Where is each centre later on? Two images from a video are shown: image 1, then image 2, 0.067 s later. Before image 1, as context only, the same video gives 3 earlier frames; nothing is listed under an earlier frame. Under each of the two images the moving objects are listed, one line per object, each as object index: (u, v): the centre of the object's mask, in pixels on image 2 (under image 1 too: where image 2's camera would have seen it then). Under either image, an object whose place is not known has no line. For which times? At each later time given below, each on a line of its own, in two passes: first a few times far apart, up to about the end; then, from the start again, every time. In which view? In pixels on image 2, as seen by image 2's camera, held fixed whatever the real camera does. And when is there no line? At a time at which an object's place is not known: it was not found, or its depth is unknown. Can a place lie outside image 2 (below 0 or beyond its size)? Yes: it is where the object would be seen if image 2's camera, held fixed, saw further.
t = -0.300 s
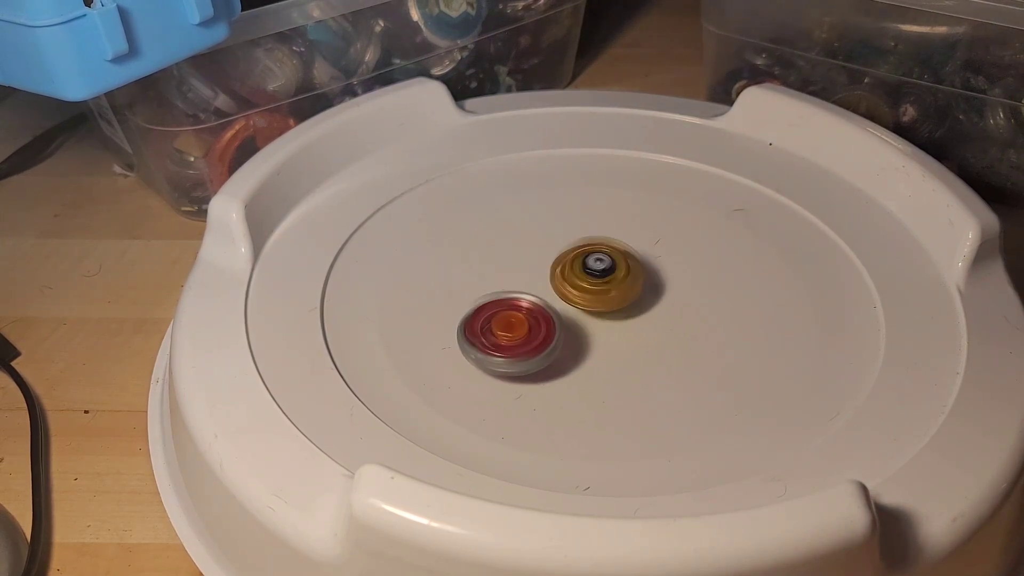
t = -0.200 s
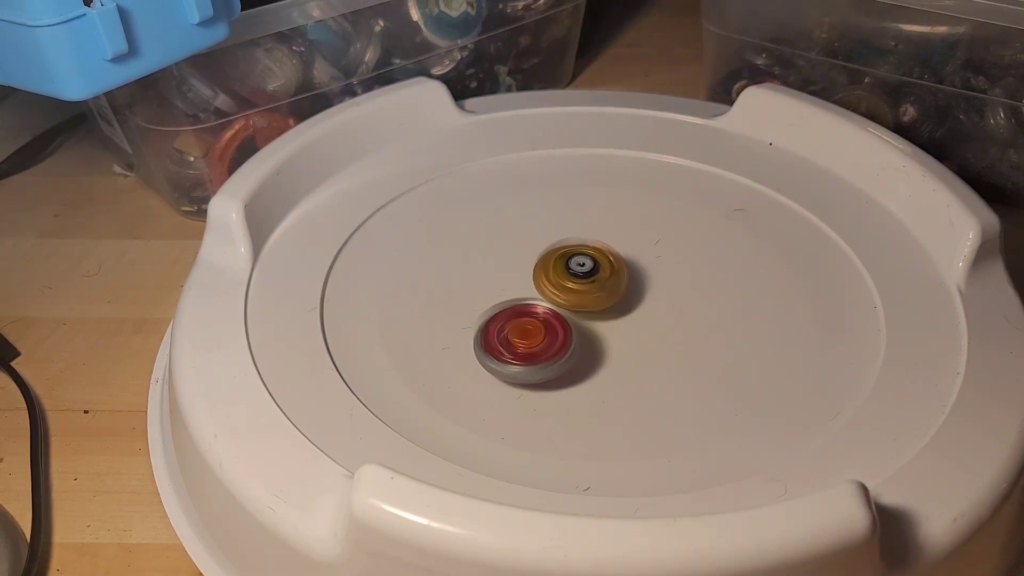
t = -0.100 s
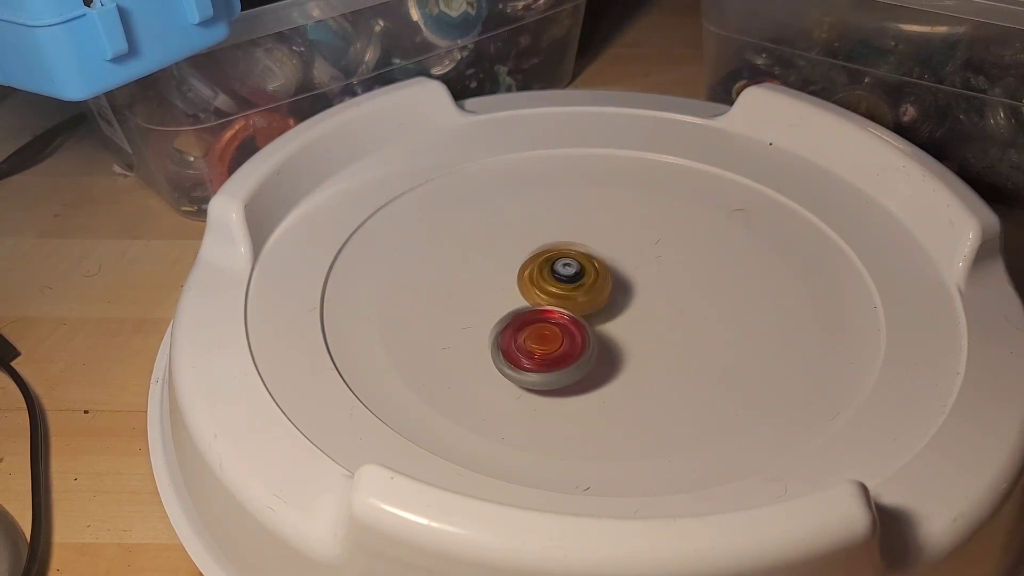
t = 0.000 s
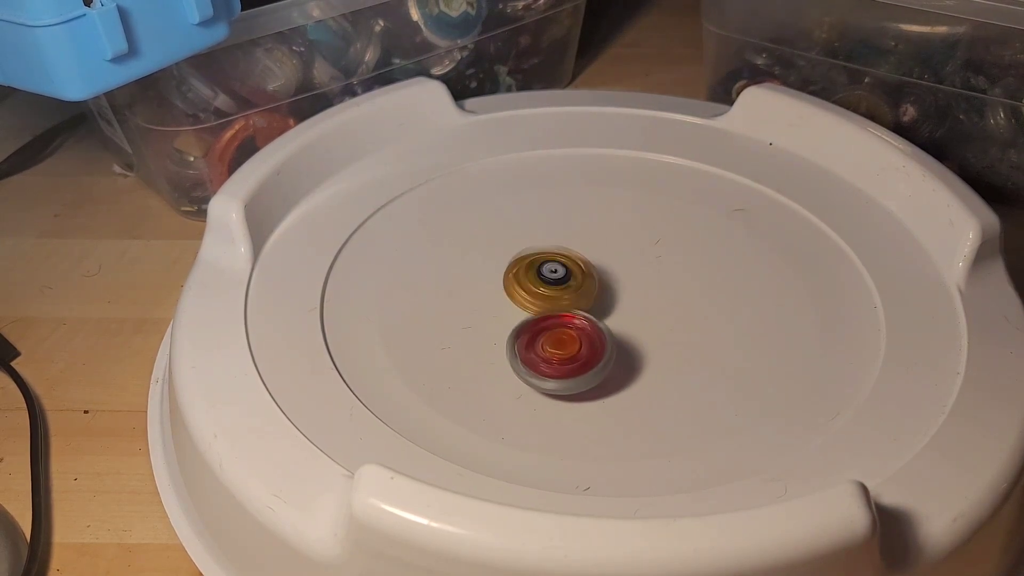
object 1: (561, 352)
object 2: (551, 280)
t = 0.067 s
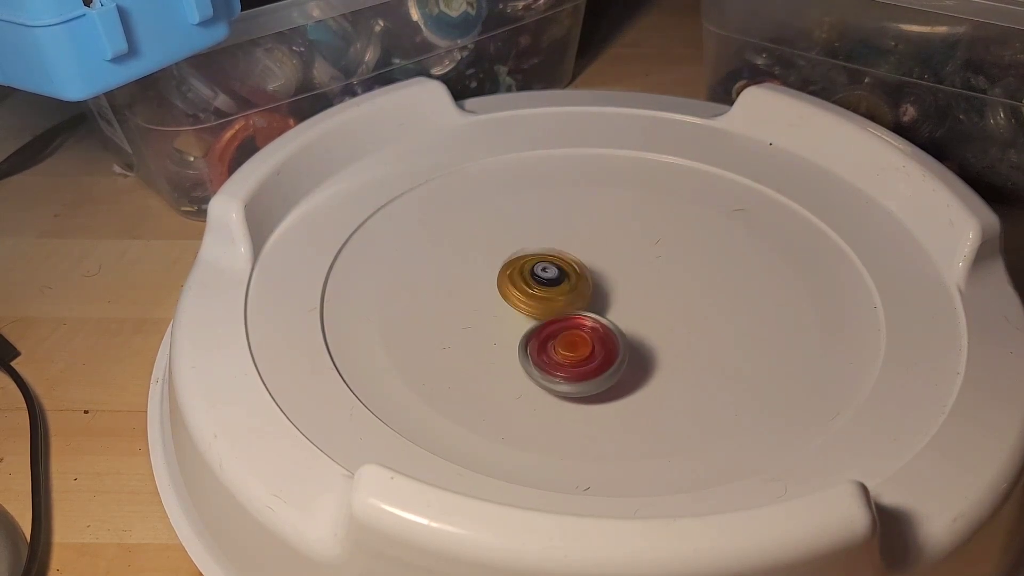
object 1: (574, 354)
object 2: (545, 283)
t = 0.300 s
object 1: (613, 359)
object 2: (546, 298)
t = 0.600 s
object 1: (667, 359)
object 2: (570, 299)
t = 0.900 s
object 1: (693, 342)
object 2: (614, 292)
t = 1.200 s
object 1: (708, 328)
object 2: (609, 261)
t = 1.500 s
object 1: (683, 306)
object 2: (597, 265)
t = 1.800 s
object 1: (676, 289)
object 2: (558, 281)
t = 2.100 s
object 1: (644, 270)
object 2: (561, 309)
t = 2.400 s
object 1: (612, 254)
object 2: (601, 327)
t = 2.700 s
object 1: (578, 249)
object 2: (636, 311)
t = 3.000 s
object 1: (541, 246)
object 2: (654, 295)
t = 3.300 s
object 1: (521, 260)
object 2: (625, 294)
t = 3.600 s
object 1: (498, 275)
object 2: (605, 306)
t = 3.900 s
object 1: (486, 292)
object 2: (609, 321)
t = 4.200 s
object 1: (492, 310)
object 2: (625, 313)
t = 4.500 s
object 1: (519, 327)
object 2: (643, 291)
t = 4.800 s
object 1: (560, 336)
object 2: (613, 273)
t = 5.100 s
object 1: (605, 347)
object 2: (573, 267)
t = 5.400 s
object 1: (644, 351)
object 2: (560, 284)
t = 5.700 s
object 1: (676, 347)
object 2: (563, 301)
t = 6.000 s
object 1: (682, 330)
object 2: (586, 297)
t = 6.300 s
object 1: (725, 317)
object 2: (551, 260)
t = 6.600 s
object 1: (702, 295)
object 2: (569, 264)
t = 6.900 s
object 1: (704, 276)
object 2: (566, 290)
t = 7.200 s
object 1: (681, 256)
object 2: (586, 309)
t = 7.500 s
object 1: (648, 247)
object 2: (616, 312)
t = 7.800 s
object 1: (612, 240)
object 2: (616, 307)
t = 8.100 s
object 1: (577, 237)
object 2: (589, 302)
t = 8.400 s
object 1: (550, 235)
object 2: (569, 311)
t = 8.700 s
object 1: (535, 249)
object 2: (584, 316)
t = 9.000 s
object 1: (526, 267)
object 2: (618, 311)
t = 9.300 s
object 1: (521, 290)
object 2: (628, 293)
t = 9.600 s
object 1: (515, 310)
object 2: (617, 277)
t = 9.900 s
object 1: (520, 326)
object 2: (592, 281)
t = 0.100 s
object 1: (580, 355)
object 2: (542, 285)
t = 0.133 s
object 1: (586, 356)
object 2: (542, 287)
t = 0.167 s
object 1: (592, 357)
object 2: (541, 289)
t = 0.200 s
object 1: (597, 357)
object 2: (541, 291)
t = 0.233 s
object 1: (602, 358)
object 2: (541, 293)
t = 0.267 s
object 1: (608, 359)
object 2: (543, 296)
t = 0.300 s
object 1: (613, 359)
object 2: (546, 298)
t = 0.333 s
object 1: (619, 359)
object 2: (549, 300)
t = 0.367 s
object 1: (624, 358)
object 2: (552, 303)
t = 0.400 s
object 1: (630, 358)
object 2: (556, 304)
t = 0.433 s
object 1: (641, 361)
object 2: (555, 303)
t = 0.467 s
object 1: (648, 361)
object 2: (557, 302)
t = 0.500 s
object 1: (653, 361)
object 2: (559, 301)
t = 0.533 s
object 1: (658, 360)
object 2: (562, 301)
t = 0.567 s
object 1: (662, 359)
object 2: (566, 300)
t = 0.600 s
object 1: (667, 359)
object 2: (570, 299)
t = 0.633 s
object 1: (671, 358)
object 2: (575, 299)
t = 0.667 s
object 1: (675, 357)
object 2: (580, 298)
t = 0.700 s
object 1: (679, 355)
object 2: (585, 297)
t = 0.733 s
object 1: (683, 353)
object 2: (589, 296)
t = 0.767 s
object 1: (686, 351)
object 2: (595, 296)
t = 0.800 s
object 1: (689, 349)
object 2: (600, 294)
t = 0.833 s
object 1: (691, 347)
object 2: (605, 294)
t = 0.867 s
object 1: (693, 345)
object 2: (609, 293)
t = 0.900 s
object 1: (693, 342)
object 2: (614, 292)
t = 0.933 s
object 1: (693, 340)
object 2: (618, 291)
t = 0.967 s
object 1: (703, 344)
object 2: (614, 285)
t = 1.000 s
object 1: (708, 344)
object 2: (609, 279)
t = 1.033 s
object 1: (709, 341)
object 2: (609, 275)
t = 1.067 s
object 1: (711, 339)
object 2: (609, 271)
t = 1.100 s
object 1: (712, 336)
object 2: (609, 268)
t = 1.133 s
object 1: (711, 333)
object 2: (610, 266)
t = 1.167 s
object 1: (710, 331)
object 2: (609, 263)
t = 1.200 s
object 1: (708, 328)
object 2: (609, 261)
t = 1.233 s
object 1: (706, 326)
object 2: (609, 260)
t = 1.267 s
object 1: (705, 323)
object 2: (609, 259)
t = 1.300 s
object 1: (703, 321)
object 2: (607, 258)
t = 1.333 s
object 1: (701, 318)
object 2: (605, 258)
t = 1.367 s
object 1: (698, 315)
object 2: (604, 259)
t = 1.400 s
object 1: (695, 313)
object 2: (603, 260)
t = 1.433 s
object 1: (691, 310)
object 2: (602, 262)
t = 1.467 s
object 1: (688, 308)
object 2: (599, 263)
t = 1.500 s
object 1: (683, 306)
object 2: (597, 265)
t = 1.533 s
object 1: (688, 305)
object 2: (591, 265)
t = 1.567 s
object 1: (692, 306)
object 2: (581, 265)
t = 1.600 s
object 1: (691, 304)
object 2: (576, 266)
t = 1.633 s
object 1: (688, 301)
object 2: (571, 268)
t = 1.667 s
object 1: (686, 299)
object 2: (568, 270)
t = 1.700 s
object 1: (683, 297)
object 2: (564, 272)
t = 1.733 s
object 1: (681, 295)
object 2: (561, 275)
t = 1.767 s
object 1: (679, 292)
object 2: (560, 279)
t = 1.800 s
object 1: (676, 289)
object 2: (558, 281)
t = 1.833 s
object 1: (673, 286)
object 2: (556, 283)
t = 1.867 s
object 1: (669, 284)
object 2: (554, 286)
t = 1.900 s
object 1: (665, 282)
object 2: (553, 289)
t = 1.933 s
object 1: (662, 281)
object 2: (553, 292)
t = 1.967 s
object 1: (659, 278)
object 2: (553, 296)
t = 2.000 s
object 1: (656, 275)
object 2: (554, 299)
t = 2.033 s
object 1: (653, 273)
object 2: (556, 303)
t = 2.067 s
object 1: (648, 271)
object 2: (558, 306)
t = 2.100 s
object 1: (644, 270)
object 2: (561, 309)
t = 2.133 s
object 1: (640, 268)
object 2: (564, 313)
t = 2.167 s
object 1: (638, 266)
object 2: (568, 315)
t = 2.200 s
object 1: (634, 264)
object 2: (573, 319)
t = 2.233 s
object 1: (631, 262)
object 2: (578, 320)
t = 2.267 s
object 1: (626, 260)
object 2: (583, 322)
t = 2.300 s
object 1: (622, 259)
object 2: (587, 324)
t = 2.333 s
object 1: (618, 259)
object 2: (591, 325)
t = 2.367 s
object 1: (615, 257)
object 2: (597, 326)
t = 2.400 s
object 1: (612, 254)
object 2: (601, 327)
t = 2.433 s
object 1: (606, 253)
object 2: (609, 326)
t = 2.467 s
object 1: (604, 253)
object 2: (611, 326)
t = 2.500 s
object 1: (599, 252)
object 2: (615, 325)
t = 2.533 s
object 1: (595, 252)
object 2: (620, 323)
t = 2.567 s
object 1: (593, 250)
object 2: (624, 321)
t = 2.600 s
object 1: (589, 249)
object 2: (628, 319)
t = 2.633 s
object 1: (585, 249)
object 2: (631, 316)
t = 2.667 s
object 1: (581, 249)
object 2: (634, 314)
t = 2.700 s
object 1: (578, 249)
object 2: (636, 311)
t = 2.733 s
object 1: (575, 249)
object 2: (638, 307)
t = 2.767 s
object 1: (572, 249)
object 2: (639, 304)
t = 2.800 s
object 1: (570, 250)
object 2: (639, 300)
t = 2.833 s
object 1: (567, 251)
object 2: (639, 298)
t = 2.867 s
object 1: (563, 252)
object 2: (638, 293)
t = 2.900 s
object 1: (553, 248)
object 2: (646, 294)
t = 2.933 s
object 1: (548, 245)
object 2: (651, 295)
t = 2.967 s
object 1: (545, 246)
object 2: (654, 295)
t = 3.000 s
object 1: (541, 246)
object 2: (654, 295)
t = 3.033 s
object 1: (536, 247)
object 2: (654, 295)
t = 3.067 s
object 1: (534, 249)
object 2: (652, 295)
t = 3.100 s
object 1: (532, 250)
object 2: (649, 294)
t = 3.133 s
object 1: (529, 250)
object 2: (648, 295)
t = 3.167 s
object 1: (526, 252)
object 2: (644, 295)
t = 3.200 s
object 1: (524, 254)
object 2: (640, 295)
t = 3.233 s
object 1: (523, 256)
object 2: (636, 294)
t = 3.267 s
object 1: (522, 258)
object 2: (631, 294)
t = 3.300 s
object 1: (521, 260)
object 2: (625, 294)
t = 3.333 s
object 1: (519, 263)
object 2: (618, 294)
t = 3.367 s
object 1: (518, 266)
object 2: (613, 294)
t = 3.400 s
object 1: (511, 265)
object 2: (614, 296)
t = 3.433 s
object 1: (504, 264)
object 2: (616, 298)
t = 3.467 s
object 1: (502, 265)
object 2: (615, 300)
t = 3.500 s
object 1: (499, 268)
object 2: (613, 302)
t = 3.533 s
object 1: (499, 270)
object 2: (609, 303)
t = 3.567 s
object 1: (498, 273)
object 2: (608, 305)
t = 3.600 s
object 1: (498, 275)
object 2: (605, 306)
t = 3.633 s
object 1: (496, 278)
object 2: (602, 308)
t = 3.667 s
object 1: (497, 281)
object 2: (598, 308)
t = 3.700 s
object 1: (498, 283)
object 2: (596, 310)
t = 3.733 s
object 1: (497, 285)
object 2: (596, 311)
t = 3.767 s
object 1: (488, 283)
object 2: (604, 314)
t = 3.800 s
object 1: (486, 285)
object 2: (607, 316)
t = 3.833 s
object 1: (486, 287)
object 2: (609, 318)
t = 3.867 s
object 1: (487, 289)
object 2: (609, 320)
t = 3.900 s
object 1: (486, 292)
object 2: (609, 321)
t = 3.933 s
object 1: (487, 295)
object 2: (609, 321)
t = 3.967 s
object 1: (490, 298)
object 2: (611, 322)
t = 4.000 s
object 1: (493, 300)
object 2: (609, 321)
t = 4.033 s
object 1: (494, 303)
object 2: (609, 320)
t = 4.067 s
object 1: (497, 306)
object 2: (609, 320)
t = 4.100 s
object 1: (501, 308)
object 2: (608, 319)
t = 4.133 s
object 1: (505, 310)
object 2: (607, 317)
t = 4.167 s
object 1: (494, 310)
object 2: (618, 315)
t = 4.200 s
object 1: (492, 310)
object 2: (625, 313)
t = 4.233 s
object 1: (494, 312)
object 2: (629, 311)
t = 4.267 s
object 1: (495, 314)
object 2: (633, 309)
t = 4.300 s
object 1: (495, 316)
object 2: (636, 307)
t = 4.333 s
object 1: (500, 319)
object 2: (640, 305)
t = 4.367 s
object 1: (504, 320)
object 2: (641, 302)
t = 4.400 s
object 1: (506, 322)
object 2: (642, 299)
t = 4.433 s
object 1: (508, 324)
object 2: (643, 296)
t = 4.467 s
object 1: (515, 326)
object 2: (643, 294)
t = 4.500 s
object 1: (519, 327)
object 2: (643, 291)
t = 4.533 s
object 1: (521, 328)
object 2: (641, 289)
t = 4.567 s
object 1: (526, 330)
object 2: (639, 286)
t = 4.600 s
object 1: (532, 331)
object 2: (636, 284)
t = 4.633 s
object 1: (536, 331)
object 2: (634, 282)
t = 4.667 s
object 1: (540, 333)
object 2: (629, 279)
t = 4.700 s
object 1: (546, 334)
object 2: (625, 278)
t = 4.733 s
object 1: (551, 334)
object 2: (621, 275)
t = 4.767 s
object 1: (555, 335)
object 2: (618, 275)
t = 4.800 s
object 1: (560, 336)
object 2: (613, 273)
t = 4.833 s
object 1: (566, 337)
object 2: (607, 271)
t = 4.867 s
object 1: (571, 337)
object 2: (603, 270)
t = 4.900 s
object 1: (575, 338)
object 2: (598, 269)
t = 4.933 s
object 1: (581, 339)
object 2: (593, 270)
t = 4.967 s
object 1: (587, 339)
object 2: (586, 269)
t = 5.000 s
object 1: (591, 343)
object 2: (582, 269)
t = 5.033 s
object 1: (594, 346)
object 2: (578, 267)
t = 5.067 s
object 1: (600, 346)
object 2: (575, 267)
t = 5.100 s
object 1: (605, 347)
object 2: (573, 267)
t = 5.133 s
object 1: (608, 348)
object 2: (568, 267)
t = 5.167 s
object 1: (613, 349)
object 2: (566, 268)
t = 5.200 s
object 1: (618, 349)
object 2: (563, 269)
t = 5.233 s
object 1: (622, 350)
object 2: (561, 271)
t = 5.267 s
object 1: (626, 350)
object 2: (562, 274)
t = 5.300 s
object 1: (631, 350)
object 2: (562, 276)
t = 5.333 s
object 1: (635, 351)
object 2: (562, 279)
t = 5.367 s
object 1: (638, 351)
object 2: (561, 281)
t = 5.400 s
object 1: (644, 351)
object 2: (560, 284)
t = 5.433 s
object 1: (647, 350)
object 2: (562, 288)
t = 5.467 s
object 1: (650, 350)
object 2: (562, 291)
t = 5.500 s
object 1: (653, 349)
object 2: (563, 293)
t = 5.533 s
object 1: (655, 348)
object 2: (566, 297)
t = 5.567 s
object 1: (656, 347)
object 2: (569, 300)
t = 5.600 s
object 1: (659, 346)
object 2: (573, 304)
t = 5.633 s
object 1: (671, 348)
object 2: (567, 301)
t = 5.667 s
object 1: (673, 348)
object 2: (564, 300)
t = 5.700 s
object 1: (676, 347)
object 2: (563, 301)
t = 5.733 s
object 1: (679, 345)
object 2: (564, 300)
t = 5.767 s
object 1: (680, 344)
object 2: (567, 300)
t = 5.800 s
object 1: (682, 343)
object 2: (569, 300)
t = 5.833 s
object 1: (684, 340)
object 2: (571, 300)
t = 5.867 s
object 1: (683, 339)
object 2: (574, 300)
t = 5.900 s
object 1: (684, 337)
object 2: (576, 299)
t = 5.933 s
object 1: (685, 334)
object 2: (579, 299)
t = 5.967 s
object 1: (682, 332)
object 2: (582, 297)
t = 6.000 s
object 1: (682, 330)
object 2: (586, 297)
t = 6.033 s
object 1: (700, 332)
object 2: (578, 292)
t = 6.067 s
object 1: (716, 334)
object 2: (563, 284)
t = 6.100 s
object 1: (723, 334)
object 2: (554, 277)
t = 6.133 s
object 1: (724, 331)
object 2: (552, 274)
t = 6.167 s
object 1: (724, 329)
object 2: (551, 272)
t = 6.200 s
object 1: (726, 326)
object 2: (551, 268)
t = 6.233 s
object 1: (725, 323)
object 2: (551, 266)
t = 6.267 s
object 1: (724, 321)
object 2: (551, 263)
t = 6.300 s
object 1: (725, 317)
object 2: (551, 260)
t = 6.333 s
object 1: (722, 315)
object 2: (551, 259)
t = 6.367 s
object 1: (721, 313)
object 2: (552, 258)
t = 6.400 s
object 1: (719, 310)
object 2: (553, 257)
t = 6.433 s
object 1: (716, 308)
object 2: (554, 256)
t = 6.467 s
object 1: (714, 305)
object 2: (556, 257)
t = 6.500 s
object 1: (711, 302)
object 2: (558, 257)
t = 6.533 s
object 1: (708, 301)
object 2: (562, 259)
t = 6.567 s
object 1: (706, 298)
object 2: (565, 261)
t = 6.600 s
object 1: (702, 295)
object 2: (569, 264)
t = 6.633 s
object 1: (698, 294)
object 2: (574, 266)
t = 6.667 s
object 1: (696, 291)
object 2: (578, 270)
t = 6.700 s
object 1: (691, 289)
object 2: (583, 273)
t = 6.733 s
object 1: (690, 287)
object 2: (588, 277)
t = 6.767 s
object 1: (700, 284)
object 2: (580, 279)
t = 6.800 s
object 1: (706, 283)
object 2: (571, 282)
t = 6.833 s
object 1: (708, 281)
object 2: (567, 285)
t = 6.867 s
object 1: (705, 279)
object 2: (567, 288)
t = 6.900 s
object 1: (704, 276)
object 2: (566, 290)
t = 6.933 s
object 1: (703, 273)
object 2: (567, 292)
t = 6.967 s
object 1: (699, 271)
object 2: (569, 296)
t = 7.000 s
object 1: (698, 268)
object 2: (570, 298)
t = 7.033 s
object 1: (696, 266)
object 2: (572, 300)
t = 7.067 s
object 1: (693, 265)
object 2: (574, 302)
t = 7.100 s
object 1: (690, 261)
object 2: (576, 304)
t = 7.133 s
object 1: (686, 260)
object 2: (579, 306)
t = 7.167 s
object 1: (684, 258)
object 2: (583, 308)
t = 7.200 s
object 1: (681, 256)
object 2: (586, 309)
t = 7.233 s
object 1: (677, 255)
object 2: (589, 310)
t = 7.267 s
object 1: (674, 253)
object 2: (593, 311)
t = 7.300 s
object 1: (669, 252)
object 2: (597, 312)
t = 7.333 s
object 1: (667, 251)
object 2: (600, 313)
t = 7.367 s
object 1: (663, 250)
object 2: (605, 314)
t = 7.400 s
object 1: (658, 249)
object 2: (607, 313)
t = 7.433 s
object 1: (656, 248)
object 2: (610, 313)
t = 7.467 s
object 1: (651, 248)
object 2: (613, 313)
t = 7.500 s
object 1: (648, 247)
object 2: (616, 312)
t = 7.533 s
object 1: (644, 247)
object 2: (617, 312)
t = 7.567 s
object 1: (640, 246)
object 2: (619, 310)
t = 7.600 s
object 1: (636, 245)
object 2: (620, 309)
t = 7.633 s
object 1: (630, 245)
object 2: (621, 308)
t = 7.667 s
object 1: (627, 245)
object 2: (621, 306)
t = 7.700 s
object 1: (623, 241)
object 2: (621, 308)
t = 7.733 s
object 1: (621, 241)
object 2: (619, 308)
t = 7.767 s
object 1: (617, 240)
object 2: (617, 308)
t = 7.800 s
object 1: (612, 240)
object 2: (616, 307)
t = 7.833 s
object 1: (609, 238)
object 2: (613, 308)
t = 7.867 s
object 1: (604, 238)
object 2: (611, 307)
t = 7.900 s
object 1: (601, 238)
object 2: (608, 306)
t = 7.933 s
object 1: (597, 237)
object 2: (605, 306)
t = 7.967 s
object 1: (593, 238)
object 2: (602, 305)
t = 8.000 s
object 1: (590, 236)
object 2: (598, 304)
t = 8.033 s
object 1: (585, 237)
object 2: (595, 304)
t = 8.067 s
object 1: (582, 236)
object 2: (592, 303)
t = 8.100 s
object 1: (577, 237)
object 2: (589, 302)
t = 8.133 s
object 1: (575, 237)
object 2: (585, 301)
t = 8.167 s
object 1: (571, 237)
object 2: (583, 300)
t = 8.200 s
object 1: (566, 238)
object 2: (580, 299)
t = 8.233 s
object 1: (565, 237)
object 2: (577, 300)
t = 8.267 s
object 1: (560, 237)
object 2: (575, 301)
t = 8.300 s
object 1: (560, 235)
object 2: (573, 305)
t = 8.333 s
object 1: (555, 235)
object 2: (572, 307)
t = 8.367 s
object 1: (553, 236)
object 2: (570, 309)
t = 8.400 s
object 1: (550, 235)
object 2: (569, 311)
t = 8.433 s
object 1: (547, 237)
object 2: (569, 312)
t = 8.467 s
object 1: (545, 236)
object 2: (569, 314)
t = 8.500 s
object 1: (541, 239)
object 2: (568, 314)
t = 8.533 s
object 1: (541, 239)
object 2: (570, 316)
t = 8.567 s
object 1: (537, 241)
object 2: (573, 317)
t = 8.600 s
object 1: (538, 243)
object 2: (574, 317)
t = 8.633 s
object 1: (535, 245)
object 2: (577, 317)
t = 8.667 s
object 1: (536, 247)
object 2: (581, 317)
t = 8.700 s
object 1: (535, 249)
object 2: (584, 316)
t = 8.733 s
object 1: (533, 252)
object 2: (586, 316)
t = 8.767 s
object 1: (534, 254)
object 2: (590, 316)
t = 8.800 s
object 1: (532, 257)
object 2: (592, 316)
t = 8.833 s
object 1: (534, 259)
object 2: (595, 314)
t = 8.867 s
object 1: (531, 262)
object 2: (597, 312)
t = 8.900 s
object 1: (533, 264)
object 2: (600, 311)
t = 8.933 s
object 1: (527, 263)
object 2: (608, 312)
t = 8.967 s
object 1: (528, 265)
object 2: (615, 311)
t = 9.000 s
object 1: (526, 267)
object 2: (618, 311)
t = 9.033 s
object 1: (525, 270)
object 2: (622, 309)
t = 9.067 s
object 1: (525, 272)
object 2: (625, 308)
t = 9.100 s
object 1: (523, 275)
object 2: (628, 306)
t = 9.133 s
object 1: (524, 277)
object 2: (630, 305)
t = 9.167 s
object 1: (522, 280)
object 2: (630, 303)
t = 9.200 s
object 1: (523, 282)
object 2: (630, 300)
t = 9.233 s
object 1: (522, 285)
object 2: (631, 298)
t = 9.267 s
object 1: (523, 287)
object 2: (630, 295)
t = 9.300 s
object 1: (521, 290)
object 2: (628, 293)
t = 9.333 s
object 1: (524, 292)
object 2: (627, 292)
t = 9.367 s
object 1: (522, 295)
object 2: (625, 289)
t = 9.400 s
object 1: (524, 297)
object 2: (622, 287)
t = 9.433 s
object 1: (518, 300)
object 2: (622, 284)
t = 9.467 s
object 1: (518, 301)
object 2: (622, 282)
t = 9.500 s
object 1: (516, 303)
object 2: (621, 281)
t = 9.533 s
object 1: (516, 306)
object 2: (620, 279)
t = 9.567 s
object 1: (515, 308)
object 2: (618, 278)
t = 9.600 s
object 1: (515, 310)
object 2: (617, 277)
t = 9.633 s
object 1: (514, 312)
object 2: (614, 276)
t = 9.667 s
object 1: (513, 314)
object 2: (612, 275)
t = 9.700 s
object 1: (514, 316)
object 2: (609, 275)
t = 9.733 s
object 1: (513, 319)
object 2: (605, 275)
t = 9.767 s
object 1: (515, 320)
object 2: (603, 276)
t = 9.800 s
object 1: (514, 322)
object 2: (600, 277)
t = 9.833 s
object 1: (517, 323)
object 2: (597, 278)
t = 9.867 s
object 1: (516, 326)
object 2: (594, 280)
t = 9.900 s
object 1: (520, 326)
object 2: (592, 281)
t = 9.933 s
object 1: (516, 330)
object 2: (592, 282)
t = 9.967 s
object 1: (516, 332)
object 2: (595, 281)
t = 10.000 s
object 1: (515, 334)
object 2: (595, 281)
